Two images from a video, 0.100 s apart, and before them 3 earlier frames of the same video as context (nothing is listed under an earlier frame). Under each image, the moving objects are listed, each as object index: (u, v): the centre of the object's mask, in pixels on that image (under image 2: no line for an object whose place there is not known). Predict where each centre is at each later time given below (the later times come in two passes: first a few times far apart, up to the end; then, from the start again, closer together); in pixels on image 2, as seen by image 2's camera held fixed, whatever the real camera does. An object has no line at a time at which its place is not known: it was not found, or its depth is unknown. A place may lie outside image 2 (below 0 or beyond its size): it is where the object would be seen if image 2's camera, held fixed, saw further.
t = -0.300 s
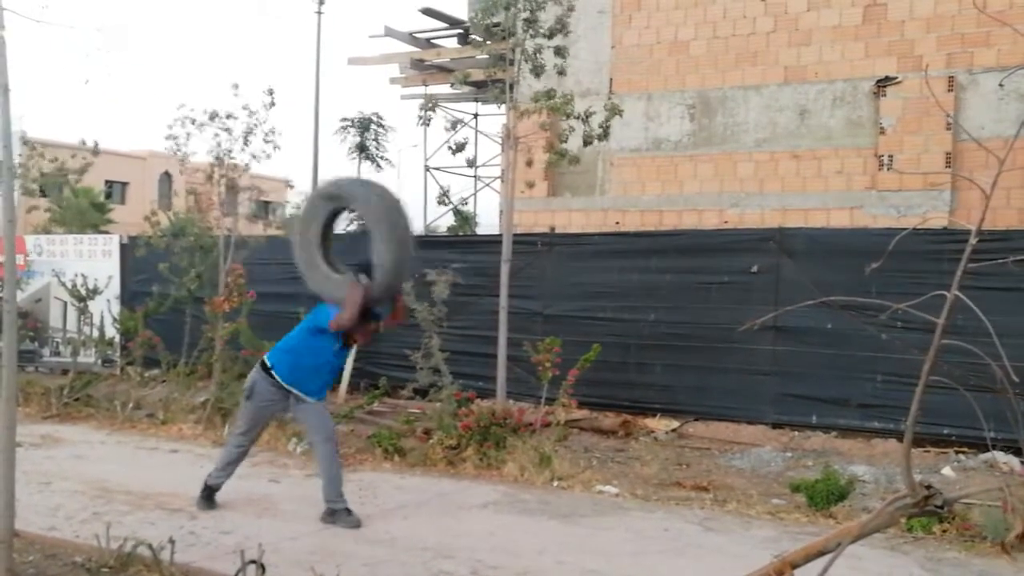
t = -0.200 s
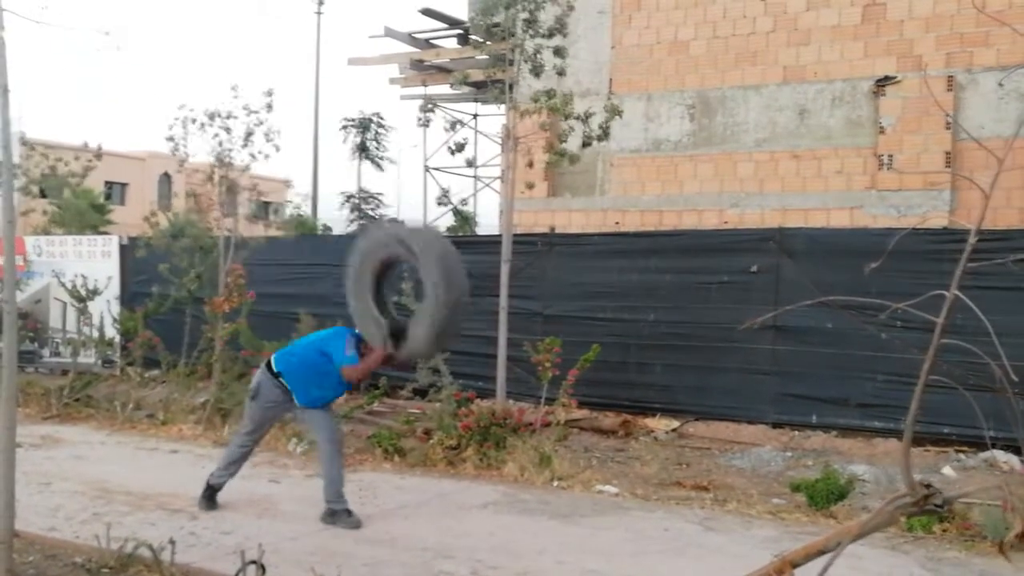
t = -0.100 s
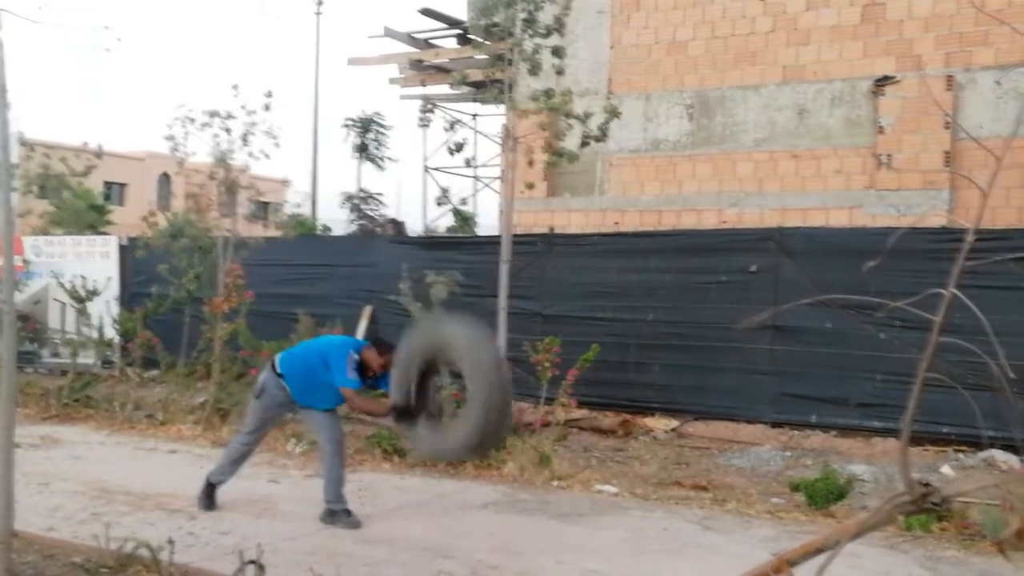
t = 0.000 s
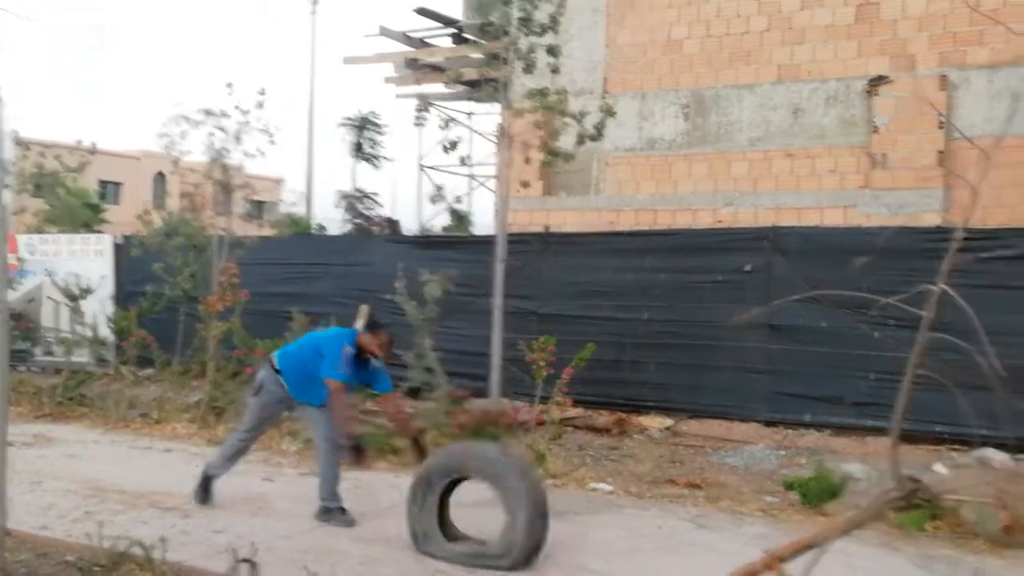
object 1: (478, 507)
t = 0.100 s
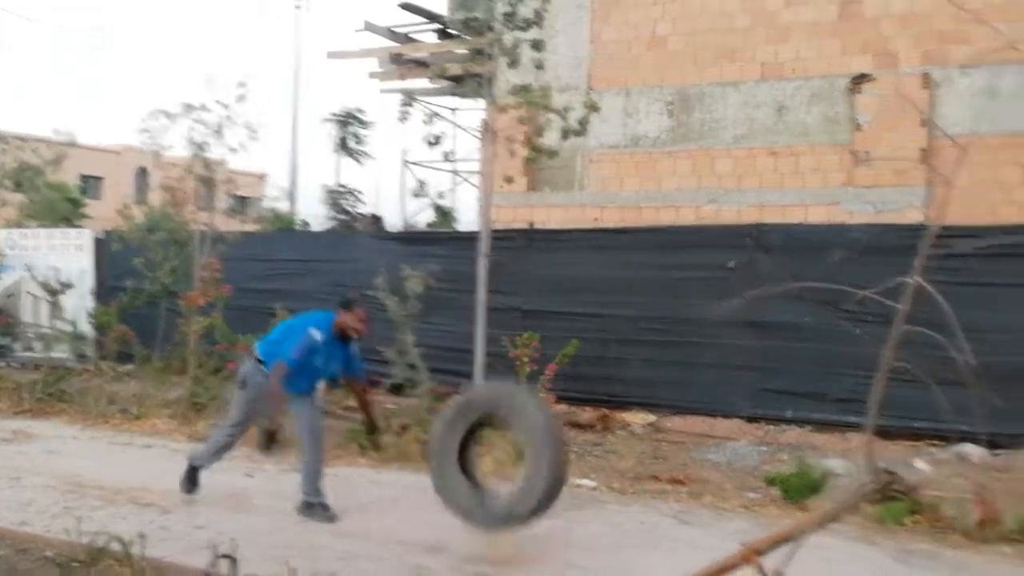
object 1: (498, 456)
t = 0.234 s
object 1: (550, 402)
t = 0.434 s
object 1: (635, 384)
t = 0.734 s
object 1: (745, 539)
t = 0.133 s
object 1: (511, 438)
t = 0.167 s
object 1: (524, 425)
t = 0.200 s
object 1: (538, 412)
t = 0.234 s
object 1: (550, 402)
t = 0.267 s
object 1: (564, 393)
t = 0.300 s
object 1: (578, 387)
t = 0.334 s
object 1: (591, 383)
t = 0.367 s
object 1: (606, 381)
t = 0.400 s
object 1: (620, 381)
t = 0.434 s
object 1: (635, 384)
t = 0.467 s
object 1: (650, 389)
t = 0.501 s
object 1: (663, 395)
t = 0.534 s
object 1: (678, 404)
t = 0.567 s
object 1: (695, 416)
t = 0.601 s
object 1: (713, 432)
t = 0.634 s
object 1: (726, 445)
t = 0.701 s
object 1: (724, 490)
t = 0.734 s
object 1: (745, 539)
